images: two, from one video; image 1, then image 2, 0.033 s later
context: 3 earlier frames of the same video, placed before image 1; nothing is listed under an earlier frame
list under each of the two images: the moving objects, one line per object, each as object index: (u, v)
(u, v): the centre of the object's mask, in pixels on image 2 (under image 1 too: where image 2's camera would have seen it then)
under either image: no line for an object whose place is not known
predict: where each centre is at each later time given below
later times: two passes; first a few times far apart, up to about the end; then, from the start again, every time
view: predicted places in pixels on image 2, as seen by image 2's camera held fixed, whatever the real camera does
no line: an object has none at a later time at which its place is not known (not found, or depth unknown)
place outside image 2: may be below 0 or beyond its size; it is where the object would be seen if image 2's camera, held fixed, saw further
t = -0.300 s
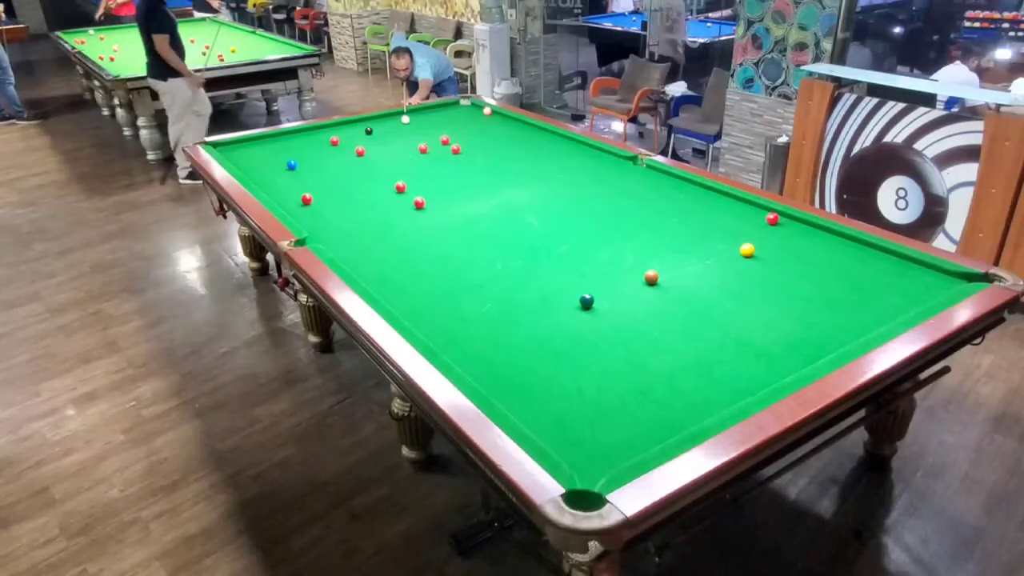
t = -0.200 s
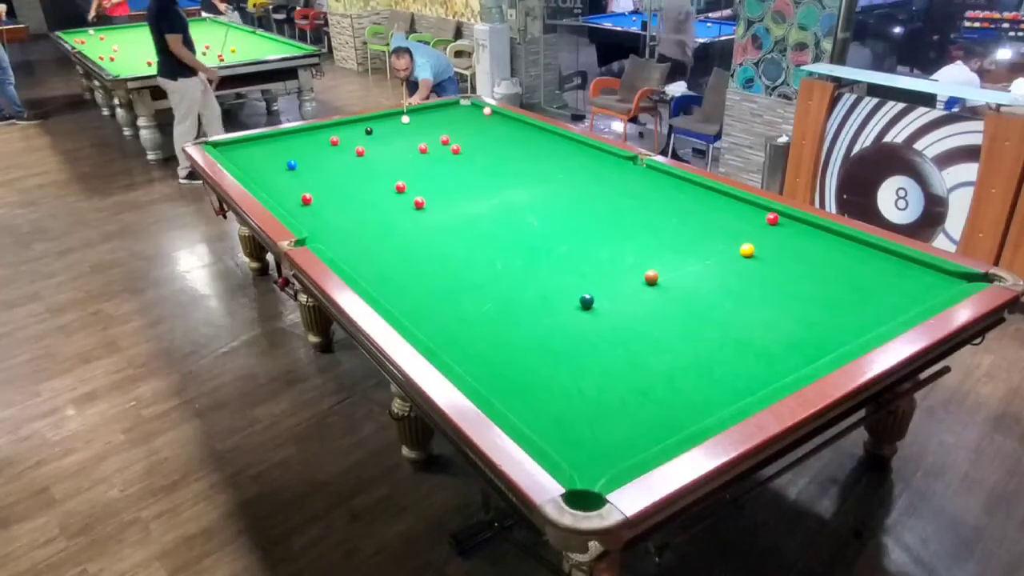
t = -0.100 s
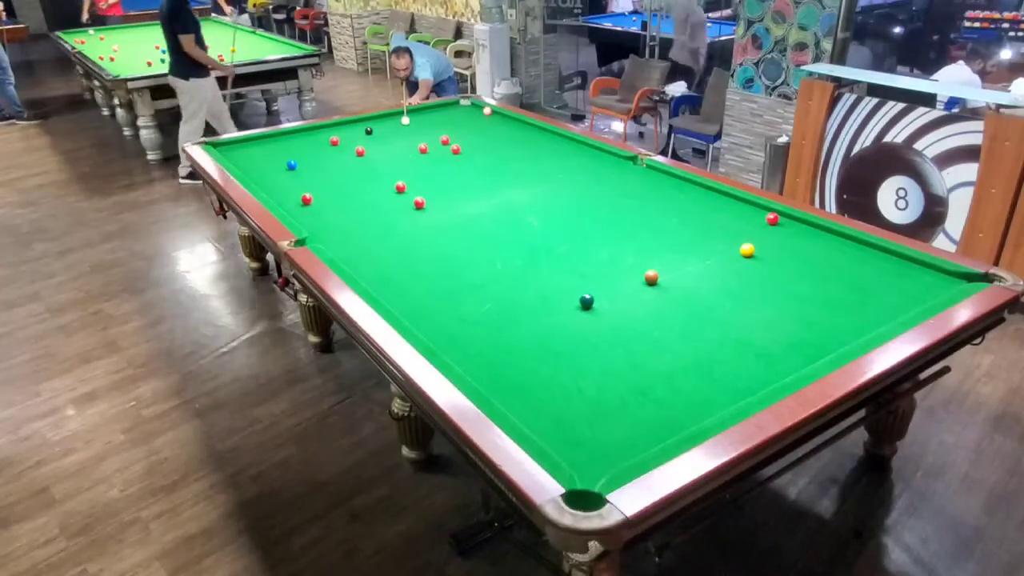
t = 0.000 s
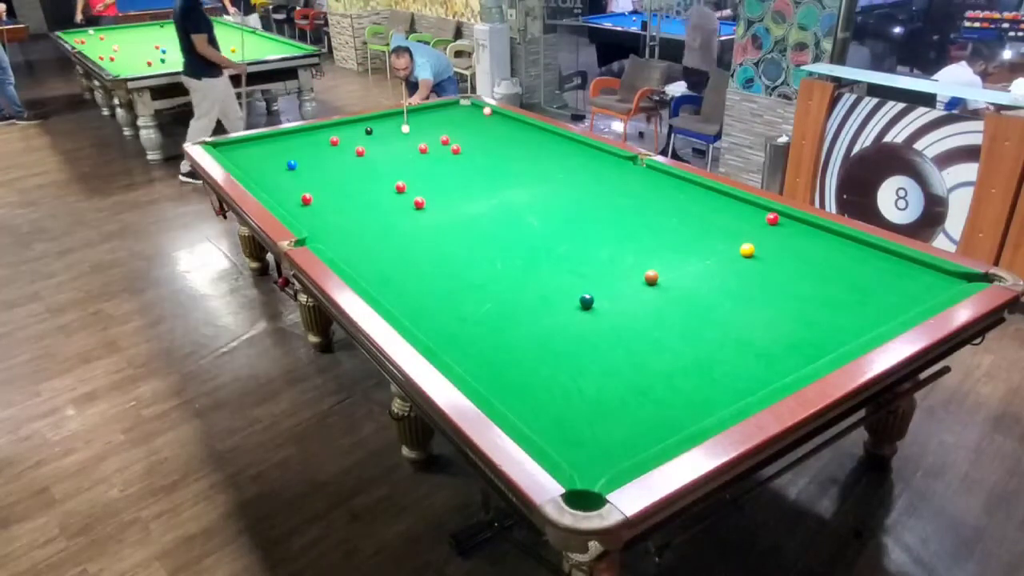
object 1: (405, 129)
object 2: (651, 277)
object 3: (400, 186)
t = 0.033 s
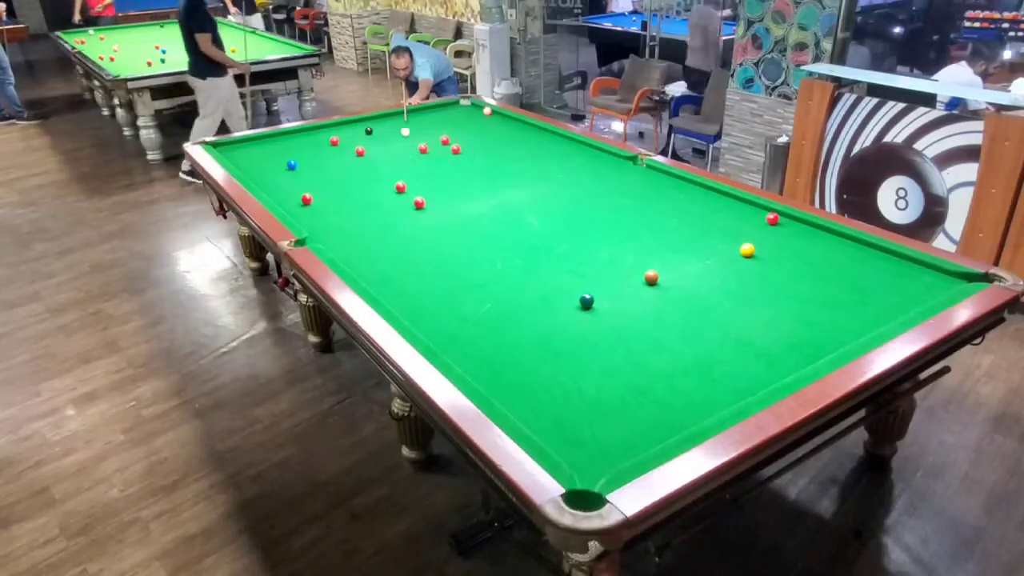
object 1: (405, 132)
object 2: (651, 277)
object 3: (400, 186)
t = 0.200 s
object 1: (405, 146)
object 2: (651, 277)
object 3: (400, 186)
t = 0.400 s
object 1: (405, 168)
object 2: (651, 277)
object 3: (400, 186)
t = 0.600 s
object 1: (415, 185)
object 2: (651, 277)
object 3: (390, 193)
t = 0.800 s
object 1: (440, 192)
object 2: (651, 277)
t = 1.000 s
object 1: (465, 202)
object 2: (651, 277)
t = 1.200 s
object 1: (490, 211)
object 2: (651, 277)
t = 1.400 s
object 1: (517, 221)
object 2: (651, 277)
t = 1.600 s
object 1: (546, 232)
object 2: (651, 277)
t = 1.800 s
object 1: (576, 243)
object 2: (651, 277)
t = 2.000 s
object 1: (606, 254)
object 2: (651, 277)
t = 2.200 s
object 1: (638, 266)
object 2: (651, 277)
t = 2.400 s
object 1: (671, 273)
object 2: (652, 282)
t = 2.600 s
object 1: (703, 277)
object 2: (652, 288)
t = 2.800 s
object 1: (735, 282)
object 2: (653, 294)
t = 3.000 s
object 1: (766, 286)
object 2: (654, 301)
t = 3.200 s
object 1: (797, 290)
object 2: (654, 306)
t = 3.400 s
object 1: (828, 294)
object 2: (655, 311)
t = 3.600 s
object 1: (858, 298)
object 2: (656, 316)
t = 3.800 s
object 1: (887, 302)
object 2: (656, 321)
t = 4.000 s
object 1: (915, 305)
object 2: (657, 325)
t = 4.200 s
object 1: (908, 298)
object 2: (657, 328)
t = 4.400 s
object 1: (901, 291)
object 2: (657, 331)
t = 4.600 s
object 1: (894, 285)
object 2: (657, 333)
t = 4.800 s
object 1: (888, 280)
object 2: (657, 335)
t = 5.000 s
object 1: (882, 275)
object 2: (657, 335)
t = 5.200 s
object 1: (877, 271)
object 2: (657, 336)
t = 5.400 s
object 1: (873, 268)
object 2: (657, 336)
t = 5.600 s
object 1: (869, 265)
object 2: (658, 336)
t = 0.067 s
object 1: (405, 134)
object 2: (651, 277)
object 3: (400, 186)
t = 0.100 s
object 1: (405, 137)
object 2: (651, 277)
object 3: (400, 186)
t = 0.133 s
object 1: (405, 140)
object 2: (651, 277)
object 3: (400, 186)
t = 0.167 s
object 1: (405, 143)
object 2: (651, 277)
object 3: (400, 186)
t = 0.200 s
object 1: (405, 146)
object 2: (651, 277)
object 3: (400, 186)
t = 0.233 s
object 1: (405, 150)
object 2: (651, 277)
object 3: (400, 186)
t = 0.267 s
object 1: (405, 154)
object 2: (651, 277)
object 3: (400, 186)
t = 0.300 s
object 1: (405, 157)
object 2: (651, 277)
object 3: (400, 186)
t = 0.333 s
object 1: (405, 160)
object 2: (651, 277)
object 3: (400, 186)
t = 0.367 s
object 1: (405, 164)
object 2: (651, 277)
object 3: (400, 186)
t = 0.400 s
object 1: (405, 168)
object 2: (651, 277)
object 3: (400, 186)
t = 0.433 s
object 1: (405, 172)
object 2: (651, 277)
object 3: (400, 187)
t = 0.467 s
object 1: (405, 176)
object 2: (651, 277)
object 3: (400, 187)
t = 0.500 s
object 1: (405, 179)
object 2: (651, 277)
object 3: (400, 187)
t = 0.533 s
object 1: (406, 183)
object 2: (651, 277)
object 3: (399, 188)
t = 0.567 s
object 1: (411, 184)
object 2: (651, 277)
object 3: (395, 191)
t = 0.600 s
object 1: (415, 185)
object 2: (651, 277)
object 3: (390, 193)
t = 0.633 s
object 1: (420, 185)
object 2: (651, 277)
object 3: (386, 197)
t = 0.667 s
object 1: (424, 187)
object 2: (651, 277)
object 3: (382, 200)
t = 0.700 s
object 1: (428, 188)
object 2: (651, 277)
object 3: (378, 203)
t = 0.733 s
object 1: (432, 190)
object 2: (651, 277)
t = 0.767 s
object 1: (436, 191)
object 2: (651, 277)
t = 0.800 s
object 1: (440, 192)
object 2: (651, 277)
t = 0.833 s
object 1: (444, 194)
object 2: (651, 277)
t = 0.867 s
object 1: (448, 196)
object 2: (651, 277)
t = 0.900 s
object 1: (453, 197)
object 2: (651, 277)
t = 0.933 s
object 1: (457, 198)
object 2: (651, 277)
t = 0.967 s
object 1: (461, 200)
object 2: (651, 277)
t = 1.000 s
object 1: (465, 202)
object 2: (651, 277)
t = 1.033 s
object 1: (469, 203)
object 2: (651, 277)
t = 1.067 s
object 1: (473, 205)
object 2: (651, 277)
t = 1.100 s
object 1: (478, 206)
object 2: (651, 277)
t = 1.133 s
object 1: (482, 208)
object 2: (651, 277)
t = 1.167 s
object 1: (486, 210)
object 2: (651, 277)
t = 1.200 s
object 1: (490, 211)
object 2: (651, 277)
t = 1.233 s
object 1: (495, 213)
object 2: (651, 277)
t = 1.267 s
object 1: (499, 215)
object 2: (651, 277)
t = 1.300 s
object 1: (504, 216)
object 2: (651, 277)
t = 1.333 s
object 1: (508, 218)
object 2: (651, 277)
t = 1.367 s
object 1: (513, 219)
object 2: (651, 277)
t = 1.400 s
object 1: (517, 221)
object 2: (651, 277)
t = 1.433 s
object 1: (522, 223)
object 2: (651, 277)
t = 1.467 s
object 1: (527, 225)
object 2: (651, 277)
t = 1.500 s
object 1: (531, 226)
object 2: (651, 277)
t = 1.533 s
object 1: (536, 228)
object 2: (651, 277)
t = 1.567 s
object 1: (541, 230)
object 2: (651, 277)
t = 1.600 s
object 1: (546, 232)
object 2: (651, 277)
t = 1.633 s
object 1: (551, 233)
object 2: (651, 277)
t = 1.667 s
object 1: (555, 235)
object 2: (651, 277)
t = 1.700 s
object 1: (561, 237)
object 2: (651, 277)
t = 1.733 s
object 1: (566, 239)
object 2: (651, 277)
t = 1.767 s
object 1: (571, 241)
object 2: (651, 277)
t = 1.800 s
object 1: (576, 243)
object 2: (651, 277)
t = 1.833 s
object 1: (581, 244)
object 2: (651, 277)
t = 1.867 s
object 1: (586, 246)
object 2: (651, 277)
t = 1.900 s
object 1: (591, 248)
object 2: (651, 277)
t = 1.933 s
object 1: (596, 250)
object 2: (651, 277)
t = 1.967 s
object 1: (601, 252)
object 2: (651, 277)
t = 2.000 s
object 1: (606, 254)
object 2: (651, 277)
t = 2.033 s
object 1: (612, 256)
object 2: (651, 277)
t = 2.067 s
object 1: (617, 258)
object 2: (651, 277)
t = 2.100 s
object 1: (622, 260)
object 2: (651, 277)
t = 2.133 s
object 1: (627, 262)
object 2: (651, 277)
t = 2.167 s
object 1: (633, 264)
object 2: (651, 277)
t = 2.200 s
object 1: (638, 266)
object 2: (651, 277)
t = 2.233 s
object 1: (643, 267)
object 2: (651, 278)
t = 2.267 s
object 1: (649, 267)
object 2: (651, 277)
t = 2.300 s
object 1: (656, 270)
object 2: (651, 279)
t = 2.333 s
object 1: (661, 271)
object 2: (651, 280)
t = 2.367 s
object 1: (666, 272)
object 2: (652, 280)
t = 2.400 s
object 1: (671, 273)
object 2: (652, 282)
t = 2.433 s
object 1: (677, 274)
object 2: (652, 282)
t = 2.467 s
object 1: (682, 274)
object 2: (652, 284)
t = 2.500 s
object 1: (687, 275)
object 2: (652, 285)
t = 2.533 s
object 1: (693, 276)
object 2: (652, 286)
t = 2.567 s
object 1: (698, 277)
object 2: (652, 286)
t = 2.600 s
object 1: (703, 277)
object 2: (652, 288)
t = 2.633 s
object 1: (708, 278)
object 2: (652, 289)
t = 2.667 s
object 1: (714, 279)
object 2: (652, 290)
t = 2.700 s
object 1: (719, 279)
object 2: (652, 291)
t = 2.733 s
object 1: (725, 280)
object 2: (653, 292)
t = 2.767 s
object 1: (730, 281)
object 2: (653, 293)
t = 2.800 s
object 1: (735, 282)
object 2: (653, 294)
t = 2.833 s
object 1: (740, 283)
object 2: (653, 295)
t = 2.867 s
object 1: (745, 283)
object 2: (653, 296)
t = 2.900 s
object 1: (750, 284)
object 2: (653, 297)
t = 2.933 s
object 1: (756, 284)
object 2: (653, 298)
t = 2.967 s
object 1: (761, 285)
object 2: (654, 299)
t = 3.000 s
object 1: (766, 286)
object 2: (654, 301)
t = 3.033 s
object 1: (772, 286)
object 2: (654, 301)
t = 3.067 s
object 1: (777, 287)
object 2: (654, 302)
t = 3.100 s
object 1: (782, 288)
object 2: (654, 303)
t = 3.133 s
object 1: (787, 289)
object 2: (654, 304)
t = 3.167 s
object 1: (792, 290)
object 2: (654, 305)
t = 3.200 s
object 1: (797, 290)
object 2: (654, 306)
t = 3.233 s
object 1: (802, 291)
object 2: (654, 307)
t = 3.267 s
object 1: (807, 292)
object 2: (655, 308)
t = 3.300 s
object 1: (812, 292)
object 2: (655, 309)
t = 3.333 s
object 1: (817, 293)
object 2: (655, 310)
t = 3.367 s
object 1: (823, 293)
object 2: (655, 311)
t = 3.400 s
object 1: (828, 294)
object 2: (655, 311)
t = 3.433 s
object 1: (833, 295)
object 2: (655, 312)
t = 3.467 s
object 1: (838, 296)
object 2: (655, 313)
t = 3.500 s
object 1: (843, 296)
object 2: (655, 314)
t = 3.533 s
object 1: (848, 297)
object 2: (656, 315)
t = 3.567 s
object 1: (853, 298)
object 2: (656, 316)
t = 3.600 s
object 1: (858, 298)
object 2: (656, 316)
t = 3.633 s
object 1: (863, 299)
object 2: (656, 317)
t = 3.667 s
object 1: (868, 300)
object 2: (656, 318)
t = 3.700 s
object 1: (873, 300)
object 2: (656, 319)
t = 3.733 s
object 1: (878, 301)
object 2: (656, 319)
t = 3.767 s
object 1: (883, 302)
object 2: (656, 320)
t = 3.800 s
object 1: (887, 302)
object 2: (656, 321)
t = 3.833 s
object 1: (892, 303)
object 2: (656, 322)
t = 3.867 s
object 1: (897, 303)
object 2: (656, 322)
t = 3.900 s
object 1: (902, 304)
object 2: (656, 323)
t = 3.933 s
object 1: (906, 304)
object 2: (657, 324)
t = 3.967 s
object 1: (910, 304)
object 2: (657, 324)
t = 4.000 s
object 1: (915, 305)
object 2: (657, 325)
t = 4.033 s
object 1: (914, 303)
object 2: (657, 325)
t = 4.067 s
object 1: (913, 302)
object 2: (657, 326)
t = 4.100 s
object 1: (912, 301)
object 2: (657, 327)
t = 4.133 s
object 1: (911, 301)
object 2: (657, 327)
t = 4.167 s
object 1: (910, 299)
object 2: (657, 328)
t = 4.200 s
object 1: (908, 298)
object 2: (657, 328)
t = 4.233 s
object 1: (907, 297)
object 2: (657, 329)
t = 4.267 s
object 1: (905, 296)
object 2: (657, 329)
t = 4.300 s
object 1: (904, 295)
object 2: (657, 329)
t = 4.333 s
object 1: (903, 293)
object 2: (657, 330)
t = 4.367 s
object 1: (902, 292)
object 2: (657, 330)
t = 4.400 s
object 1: (901, 291)
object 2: (657, 331)
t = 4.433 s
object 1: (900, 290)
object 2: (657, 331)
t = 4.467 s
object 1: (898, 289)
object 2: (657, 332)
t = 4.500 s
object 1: (897, 288)
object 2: (657, 332)
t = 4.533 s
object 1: (896, 287)
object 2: (657, 332)
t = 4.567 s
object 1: (895, 286)
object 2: (657, 333)
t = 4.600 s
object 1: (894, 285)
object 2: (657, 333)
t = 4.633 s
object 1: (893, 284)
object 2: (657, 334)
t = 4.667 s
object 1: (892, 283)
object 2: (657, 334)
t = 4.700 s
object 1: (891, 283)
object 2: (657, 334)
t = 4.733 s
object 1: (890, 282)
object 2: (657, 334)
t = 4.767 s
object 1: (889, 281)
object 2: (657, 334)
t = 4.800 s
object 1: (888, 280)
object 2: (657, 335)
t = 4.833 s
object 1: (887, 279)
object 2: (657, 335)
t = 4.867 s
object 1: (886, 278)
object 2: (657, 335)
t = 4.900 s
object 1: (885, 278)
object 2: (657, 335)
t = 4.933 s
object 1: (884, 277)
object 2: (657, 335)
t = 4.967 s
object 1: (883, 276)
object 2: (657, 335)
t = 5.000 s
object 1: (882, 275)
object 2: (657, 335)
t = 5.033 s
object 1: (881, 275)
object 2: (657, 336)
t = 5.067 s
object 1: (881, 274)
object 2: (657, 336)
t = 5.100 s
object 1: (880, 273)
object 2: (657, 336)
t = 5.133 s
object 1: (879, 272)
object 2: (657, 336)
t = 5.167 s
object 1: (878, 272)
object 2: (657, 336)
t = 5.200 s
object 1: (877, 271)
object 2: (657, 336)
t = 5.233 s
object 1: (876, 271)
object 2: (657, 336)
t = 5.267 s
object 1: (876, 270)
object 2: (657, 336)
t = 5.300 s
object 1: (875, 269)
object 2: (657, 336)
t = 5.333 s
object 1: (874, 269)
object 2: (657, 336)
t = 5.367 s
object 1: (873, 268)
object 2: (657, 336)
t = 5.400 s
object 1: (873, 268)
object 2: (657, 336)
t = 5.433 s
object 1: (872, 267)
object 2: (657, 336)
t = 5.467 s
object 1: (872, 266)
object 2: (658, 336)
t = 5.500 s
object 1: (871, 266)
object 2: (658, 336)
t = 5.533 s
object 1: (870, 265)
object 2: (658, 336)
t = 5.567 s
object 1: (870, 265)
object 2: (658, 336)
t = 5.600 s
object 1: (869, 265)
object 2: (658, 336)
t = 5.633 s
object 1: (869, 264)
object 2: (658, 336)
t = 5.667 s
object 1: (869, 264)
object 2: (658, 336)
